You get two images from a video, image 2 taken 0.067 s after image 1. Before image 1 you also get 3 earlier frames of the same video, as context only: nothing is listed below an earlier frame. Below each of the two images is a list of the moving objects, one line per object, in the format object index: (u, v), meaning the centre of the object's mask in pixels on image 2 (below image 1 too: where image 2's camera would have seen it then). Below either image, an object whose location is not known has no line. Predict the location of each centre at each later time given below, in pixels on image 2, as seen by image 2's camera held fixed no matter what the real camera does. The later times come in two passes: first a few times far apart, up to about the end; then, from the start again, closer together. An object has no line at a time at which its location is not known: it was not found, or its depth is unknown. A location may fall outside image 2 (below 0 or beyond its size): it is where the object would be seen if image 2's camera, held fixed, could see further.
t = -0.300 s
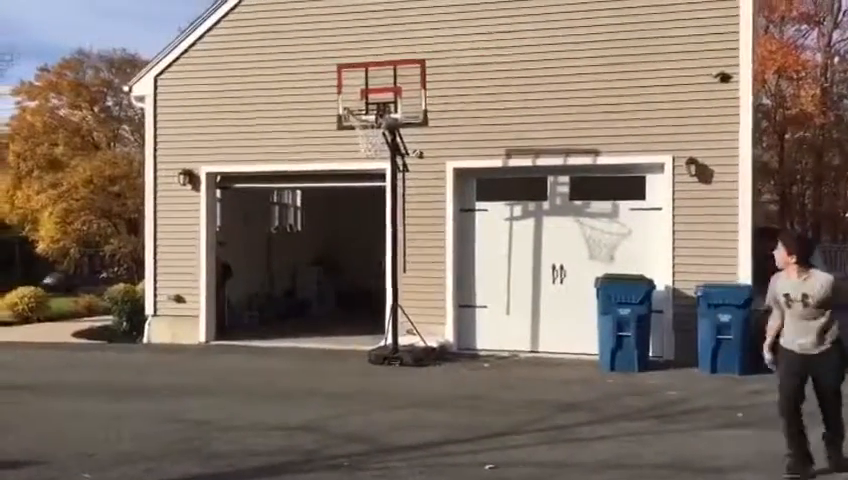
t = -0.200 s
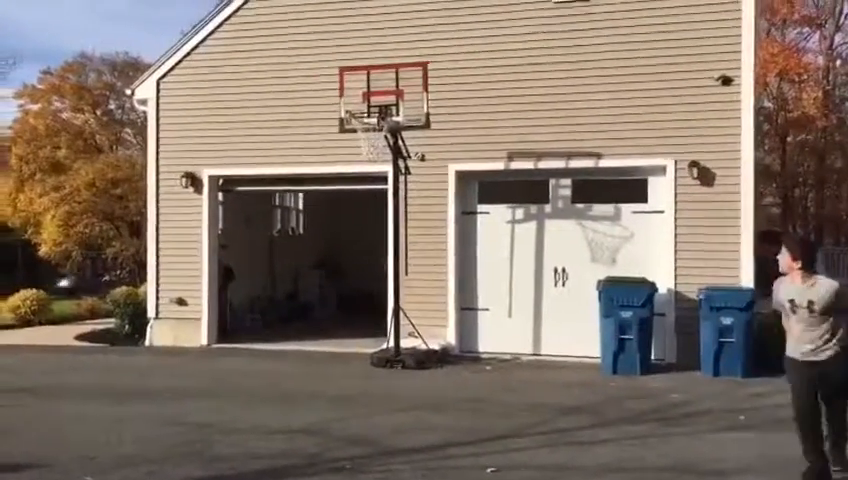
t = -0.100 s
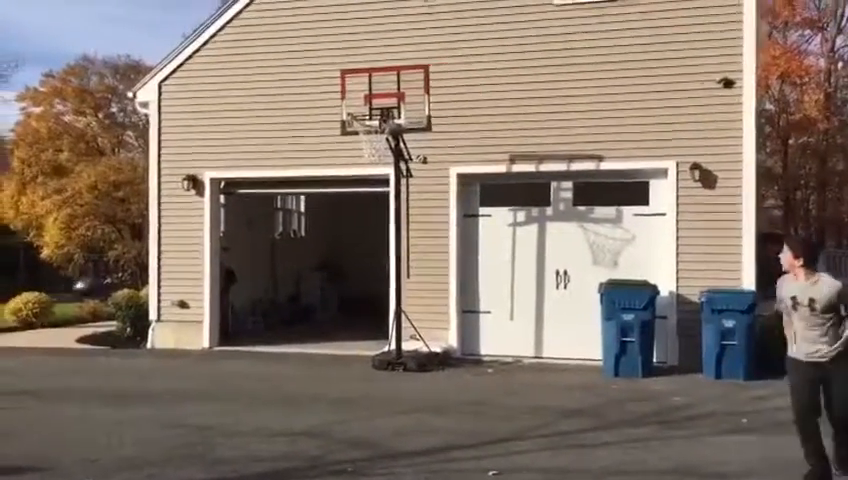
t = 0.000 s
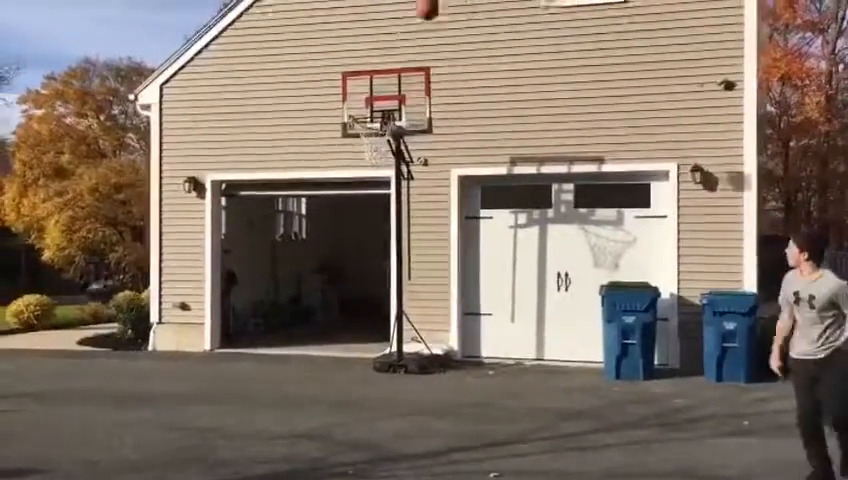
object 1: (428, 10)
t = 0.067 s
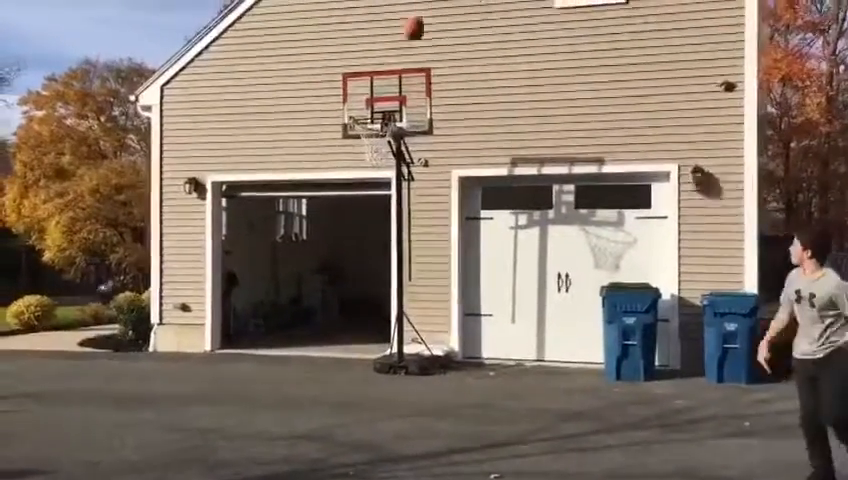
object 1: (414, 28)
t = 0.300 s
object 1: (370, 119)
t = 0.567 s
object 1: (370, 154)
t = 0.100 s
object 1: (407, 40)
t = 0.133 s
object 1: (401, 51)
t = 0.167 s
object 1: (394, 63)
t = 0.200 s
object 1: (389, 78)
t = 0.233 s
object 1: (378, 92)
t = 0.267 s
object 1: (375, 103)
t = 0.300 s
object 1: (370, 119)
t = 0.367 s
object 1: (362, 139)
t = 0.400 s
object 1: (365, 143)
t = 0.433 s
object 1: (365, 146)
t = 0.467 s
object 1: (366, 146)
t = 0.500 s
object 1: (367, 148)
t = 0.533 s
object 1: (369, 151)
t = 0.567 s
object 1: (370, 154)
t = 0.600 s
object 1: (371, 159)
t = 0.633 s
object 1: (372, 166)
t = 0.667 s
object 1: (374, 172)
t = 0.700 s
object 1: (374, 179)
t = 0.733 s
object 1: (378, 189)
